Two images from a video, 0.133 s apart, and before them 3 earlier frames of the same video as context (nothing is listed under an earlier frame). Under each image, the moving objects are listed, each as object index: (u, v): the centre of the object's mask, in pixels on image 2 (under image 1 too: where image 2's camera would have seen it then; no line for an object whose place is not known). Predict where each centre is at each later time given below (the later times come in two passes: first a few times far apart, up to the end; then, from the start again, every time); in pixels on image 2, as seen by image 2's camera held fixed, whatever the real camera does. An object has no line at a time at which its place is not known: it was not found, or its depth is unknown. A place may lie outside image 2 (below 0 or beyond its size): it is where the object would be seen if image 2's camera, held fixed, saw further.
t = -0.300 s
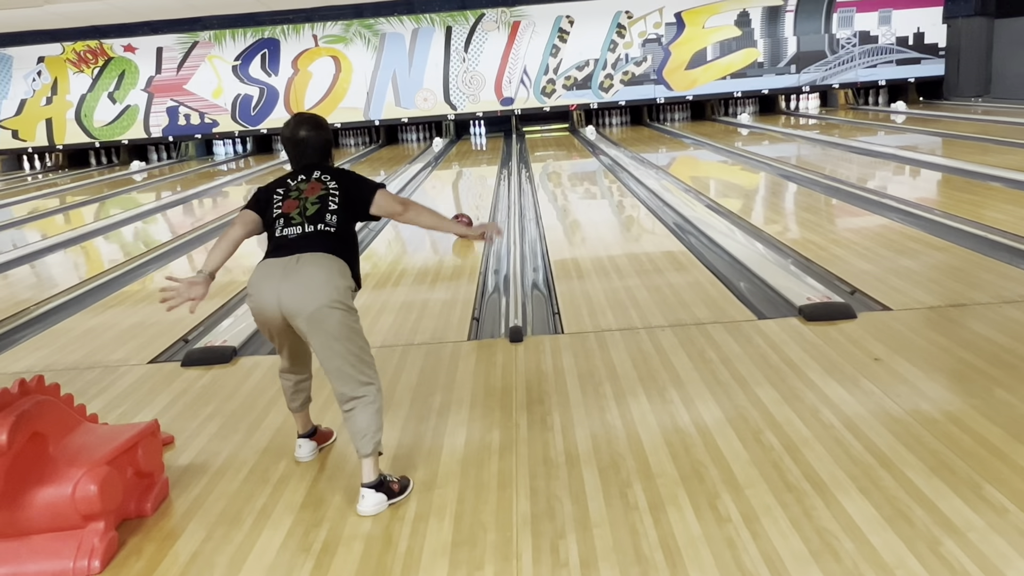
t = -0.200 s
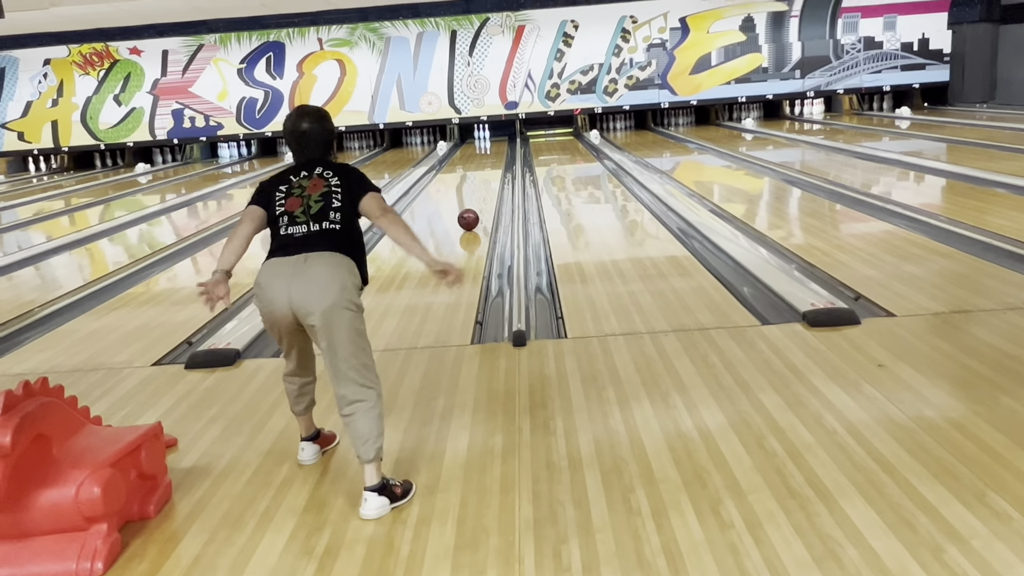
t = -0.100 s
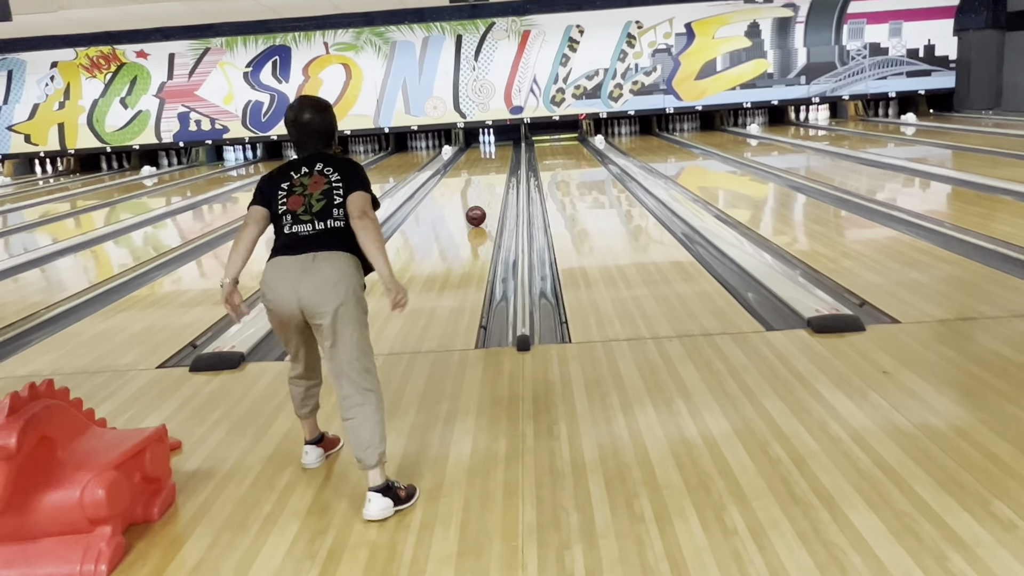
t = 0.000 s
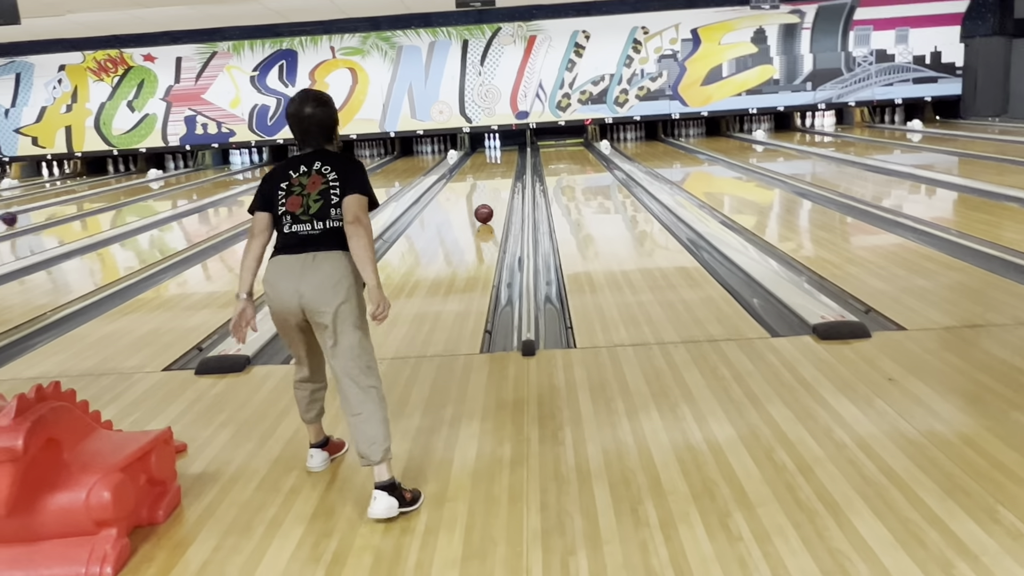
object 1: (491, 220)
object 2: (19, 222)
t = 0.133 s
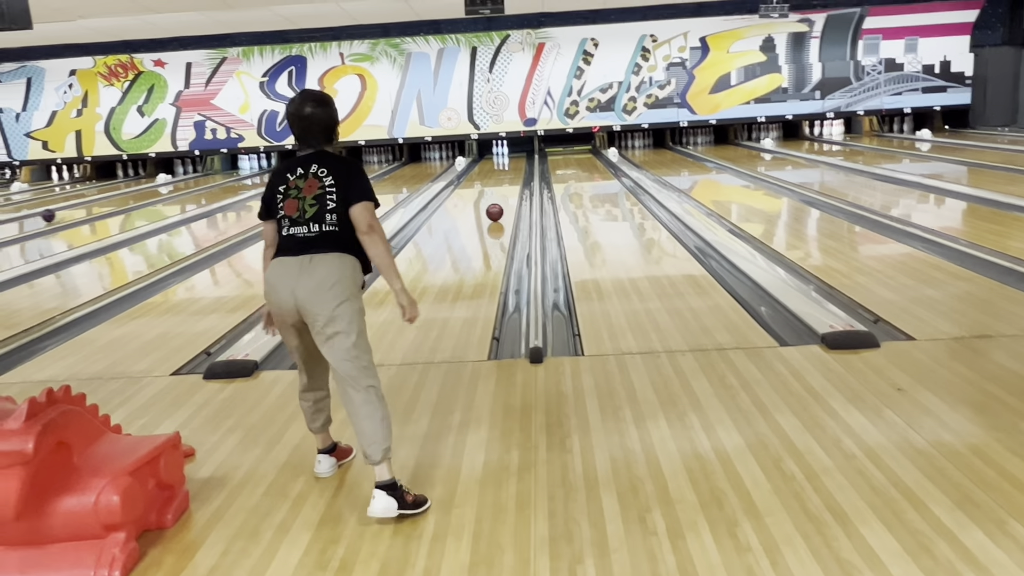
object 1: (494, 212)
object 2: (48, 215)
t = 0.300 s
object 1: (498, 204)
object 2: (80, 208)
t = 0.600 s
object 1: (503, 191)
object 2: (129, 198)
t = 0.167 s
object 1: (495, 210)
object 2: (55, 214)
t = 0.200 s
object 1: (496, 209)
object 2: (61, 212)
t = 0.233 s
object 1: (497, 207)
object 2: (68, 211)
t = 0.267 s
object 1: (497, 205)
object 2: (74, 210)
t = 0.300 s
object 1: (498, 204)
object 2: (80, 208)
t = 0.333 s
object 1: (499, 202)
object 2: (87, 207)
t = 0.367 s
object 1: (499, 201)
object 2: (92, 206)
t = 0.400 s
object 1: (500, 199)
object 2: (98, 204)
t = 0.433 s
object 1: (500, 198)
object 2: (103, 203)
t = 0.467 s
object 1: (501, 196)
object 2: (108, 202)
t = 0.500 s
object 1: (501, 195)
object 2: (114, 201)
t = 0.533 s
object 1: (502, 194)
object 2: (119, 200)
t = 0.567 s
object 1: (502, 193)
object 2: (124, 199)
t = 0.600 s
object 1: (503, 191)
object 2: (129, 198)
